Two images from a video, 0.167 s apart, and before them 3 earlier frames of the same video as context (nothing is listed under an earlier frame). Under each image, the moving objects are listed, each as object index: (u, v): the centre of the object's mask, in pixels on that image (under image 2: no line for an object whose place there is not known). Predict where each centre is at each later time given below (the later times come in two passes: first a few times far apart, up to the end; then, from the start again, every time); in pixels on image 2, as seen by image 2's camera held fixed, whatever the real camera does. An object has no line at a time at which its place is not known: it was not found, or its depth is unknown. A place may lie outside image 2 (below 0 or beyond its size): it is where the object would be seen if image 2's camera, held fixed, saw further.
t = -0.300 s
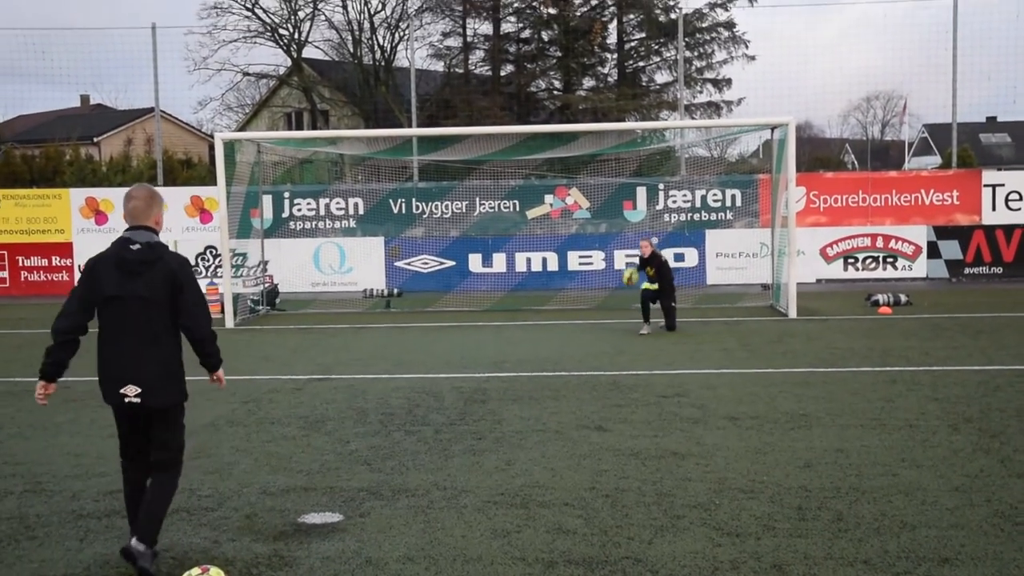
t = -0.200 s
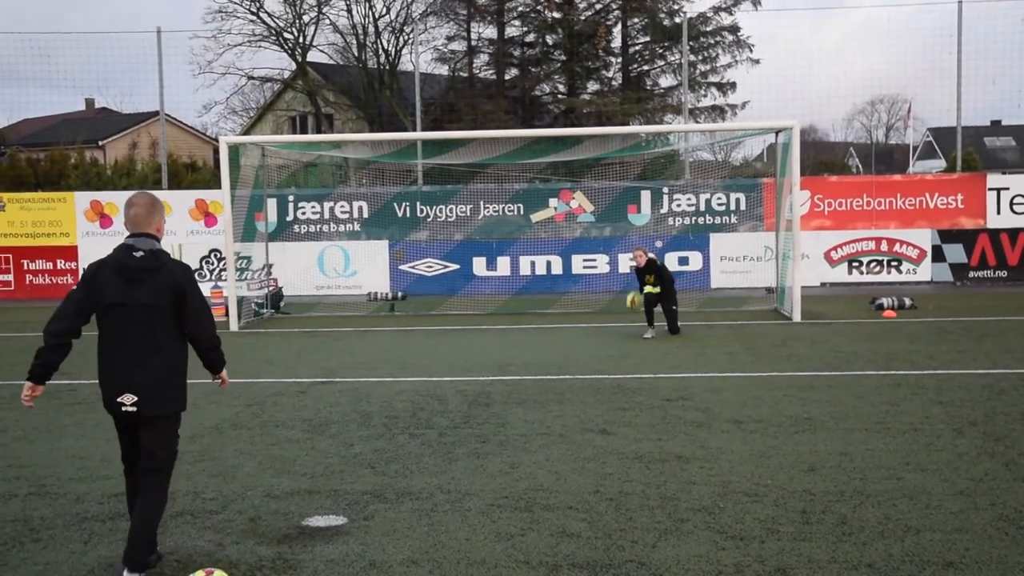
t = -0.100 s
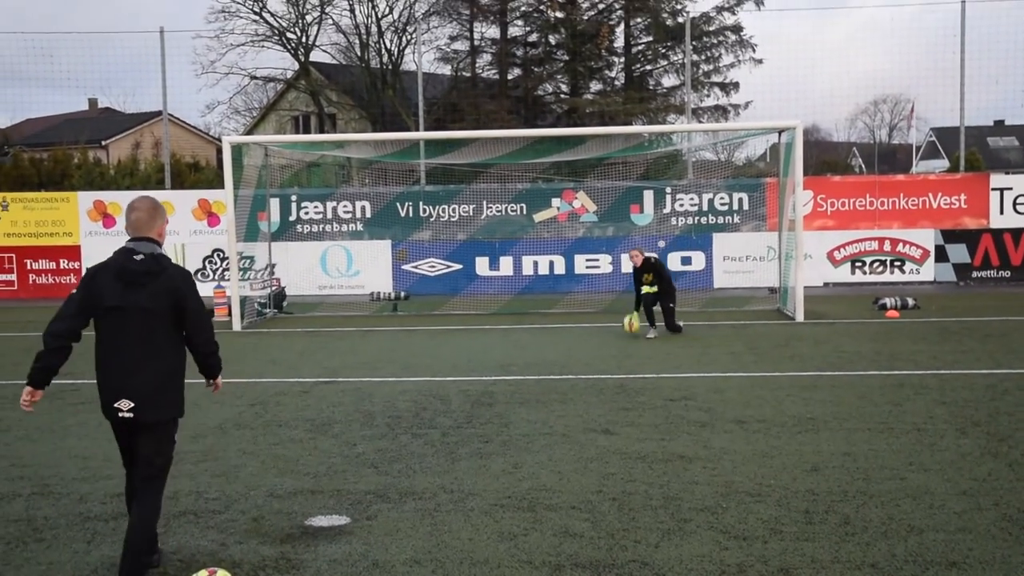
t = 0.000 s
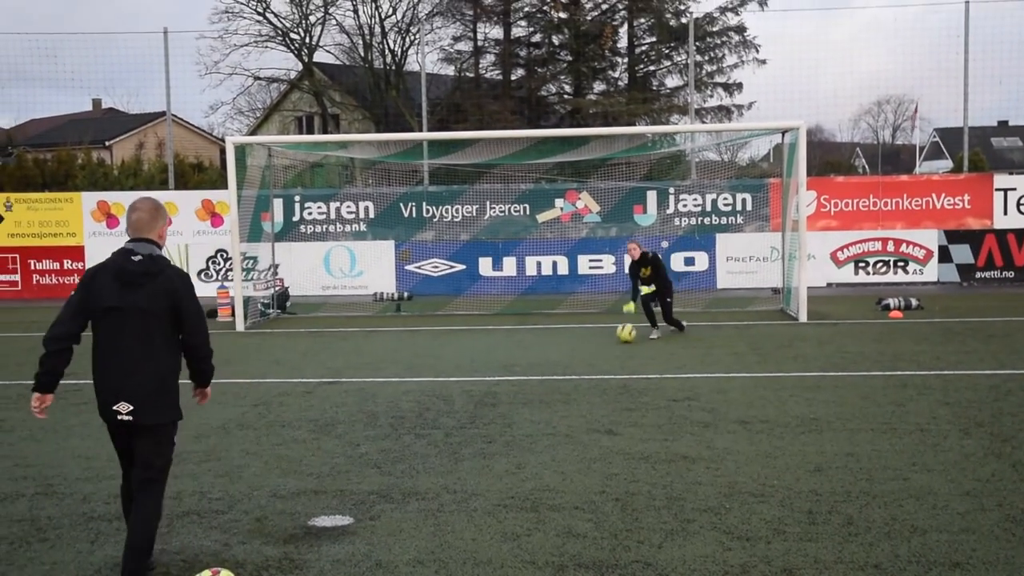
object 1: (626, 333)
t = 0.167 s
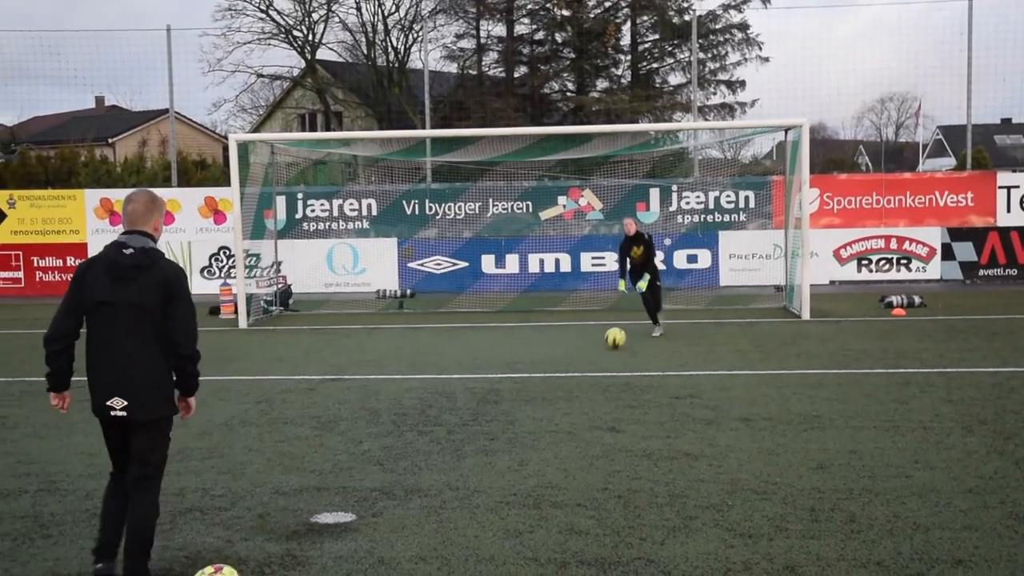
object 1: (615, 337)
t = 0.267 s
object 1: (607, 343)
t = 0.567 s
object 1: (582, 358)
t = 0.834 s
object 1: (556, 373)
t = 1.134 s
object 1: (522, 393)
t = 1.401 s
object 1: (487, 413)
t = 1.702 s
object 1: (438, 440)
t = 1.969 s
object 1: (390, 468)
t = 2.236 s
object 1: (329, 505)
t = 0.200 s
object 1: (612, 340)
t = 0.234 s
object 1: (610, 342)
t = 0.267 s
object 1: (607, 343)
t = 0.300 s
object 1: (606, 344)
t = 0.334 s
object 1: (602, 347)
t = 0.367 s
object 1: (599, 348)
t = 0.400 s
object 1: (597, 349)
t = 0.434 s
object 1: (594, 351)
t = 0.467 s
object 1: (591, 354)
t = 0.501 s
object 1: (588, 355)
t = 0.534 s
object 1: (585, 356)
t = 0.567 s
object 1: (582, 358)
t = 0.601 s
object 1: (579, 360)
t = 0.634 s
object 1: (576, 362)
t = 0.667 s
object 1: (572, 364)
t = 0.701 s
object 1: (569, 366)
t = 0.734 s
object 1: (566, 367)
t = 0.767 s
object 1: (562, 370)
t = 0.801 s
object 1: (559, 371)
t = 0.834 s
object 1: (556, 373)
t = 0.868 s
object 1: (552, 376)
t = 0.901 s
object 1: (549, 377)
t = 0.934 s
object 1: (545, 380)
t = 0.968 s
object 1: (542, 382)
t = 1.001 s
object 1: (537, 384)
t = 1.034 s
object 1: (534, 386)
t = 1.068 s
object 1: (530, 388)
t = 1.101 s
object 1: (526, 391)
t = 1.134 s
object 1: (522, 393)
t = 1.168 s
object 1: (518, 395)
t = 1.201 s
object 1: (514, 398)
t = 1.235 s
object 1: (509, 400)
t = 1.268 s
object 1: (505, 403)
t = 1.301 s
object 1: (500, 405)
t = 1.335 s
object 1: (496, 408)
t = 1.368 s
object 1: (491, 411)
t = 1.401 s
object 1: (487, 413)
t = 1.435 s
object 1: (482, 415)
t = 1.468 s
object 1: (476, 419)
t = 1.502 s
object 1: (471, 421)
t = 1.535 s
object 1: (465, 424)
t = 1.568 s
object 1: (460, 428)
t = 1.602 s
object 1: (456, 430)
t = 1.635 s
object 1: (450, 434)
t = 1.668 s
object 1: (444, 438)
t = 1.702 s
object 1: (438, 440)
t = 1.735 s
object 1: (433, 444)
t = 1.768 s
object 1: (427, 447)
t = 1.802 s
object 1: (421, 451)
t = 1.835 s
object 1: (415, 455)
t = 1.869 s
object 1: (408, 458)
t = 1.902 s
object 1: (402, 461)
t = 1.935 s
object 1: (396, 465)
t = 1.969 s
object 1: (390, 468)
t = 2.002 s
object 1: (383, 473)
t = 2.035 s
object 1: (375, 477)
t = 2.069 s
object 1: (368, 481)
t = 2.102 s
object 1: (361, 485)
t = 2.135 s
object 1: (354, 490)
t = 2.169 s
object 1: (346, 494)
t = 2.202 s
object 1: (338, 498)
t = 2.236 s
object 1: (329, 505)
